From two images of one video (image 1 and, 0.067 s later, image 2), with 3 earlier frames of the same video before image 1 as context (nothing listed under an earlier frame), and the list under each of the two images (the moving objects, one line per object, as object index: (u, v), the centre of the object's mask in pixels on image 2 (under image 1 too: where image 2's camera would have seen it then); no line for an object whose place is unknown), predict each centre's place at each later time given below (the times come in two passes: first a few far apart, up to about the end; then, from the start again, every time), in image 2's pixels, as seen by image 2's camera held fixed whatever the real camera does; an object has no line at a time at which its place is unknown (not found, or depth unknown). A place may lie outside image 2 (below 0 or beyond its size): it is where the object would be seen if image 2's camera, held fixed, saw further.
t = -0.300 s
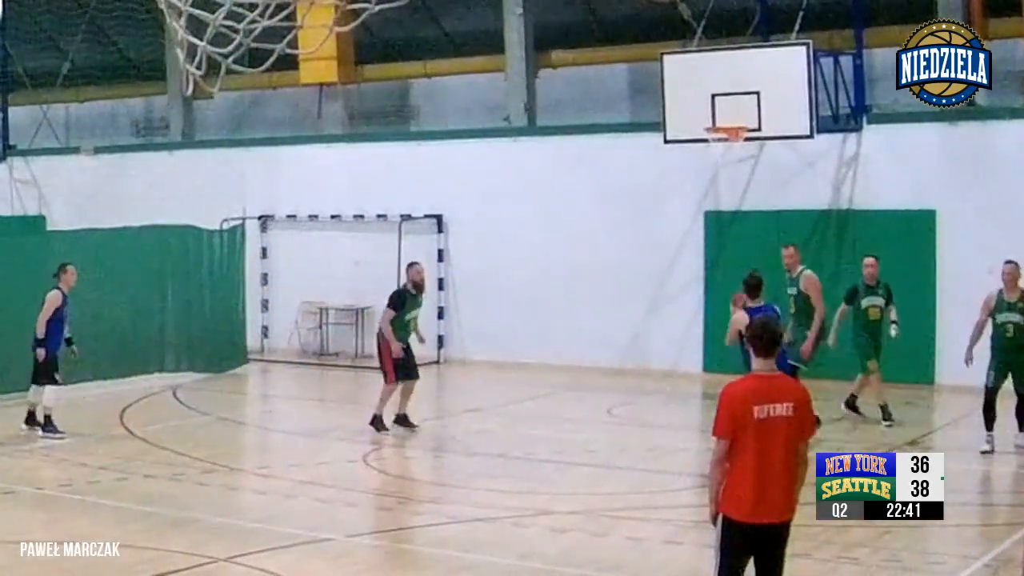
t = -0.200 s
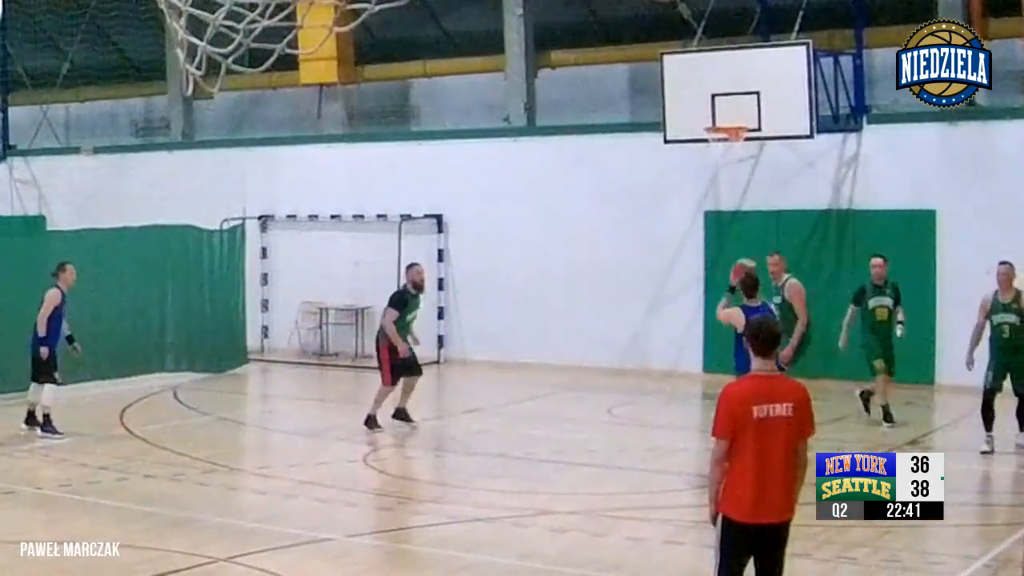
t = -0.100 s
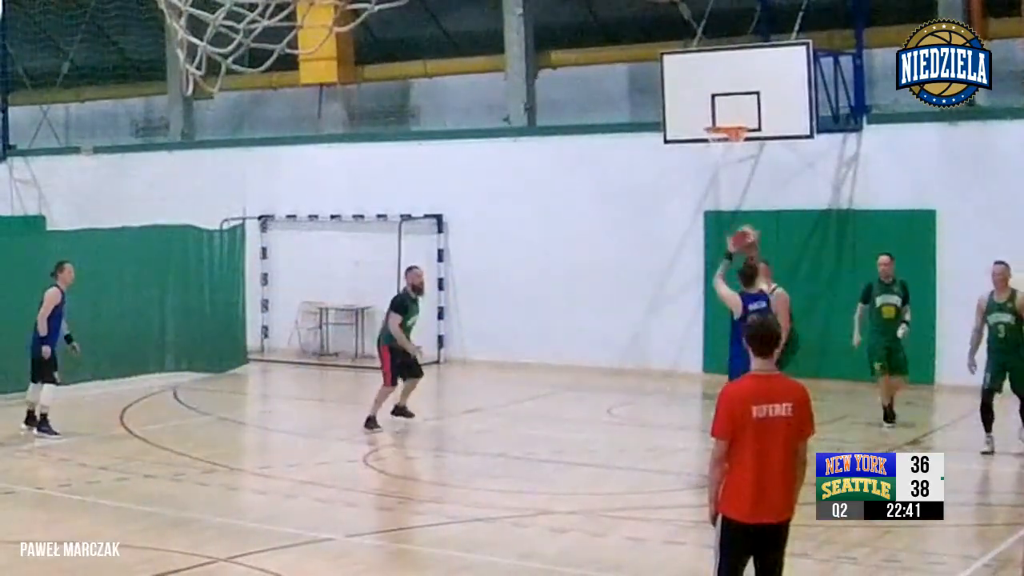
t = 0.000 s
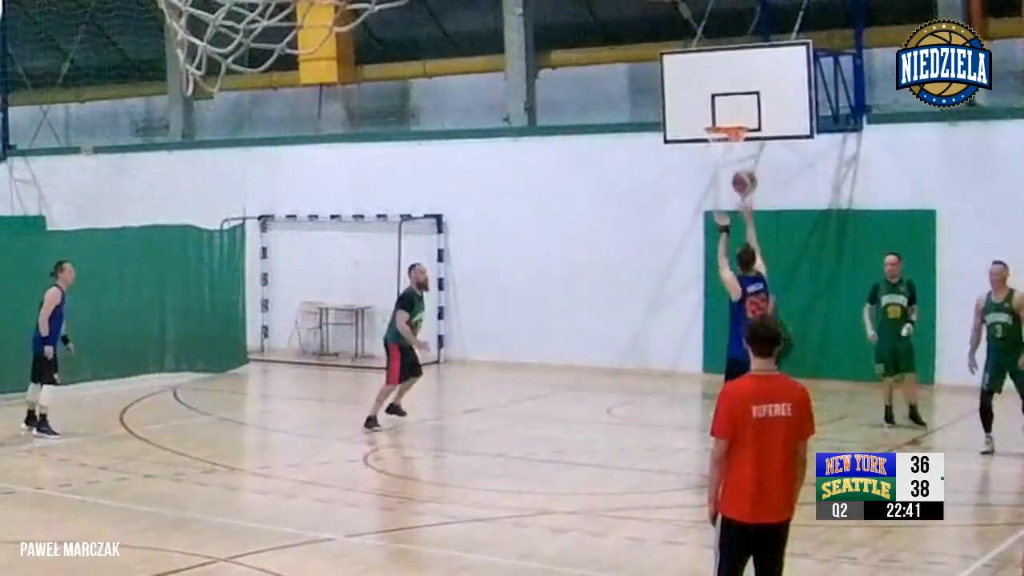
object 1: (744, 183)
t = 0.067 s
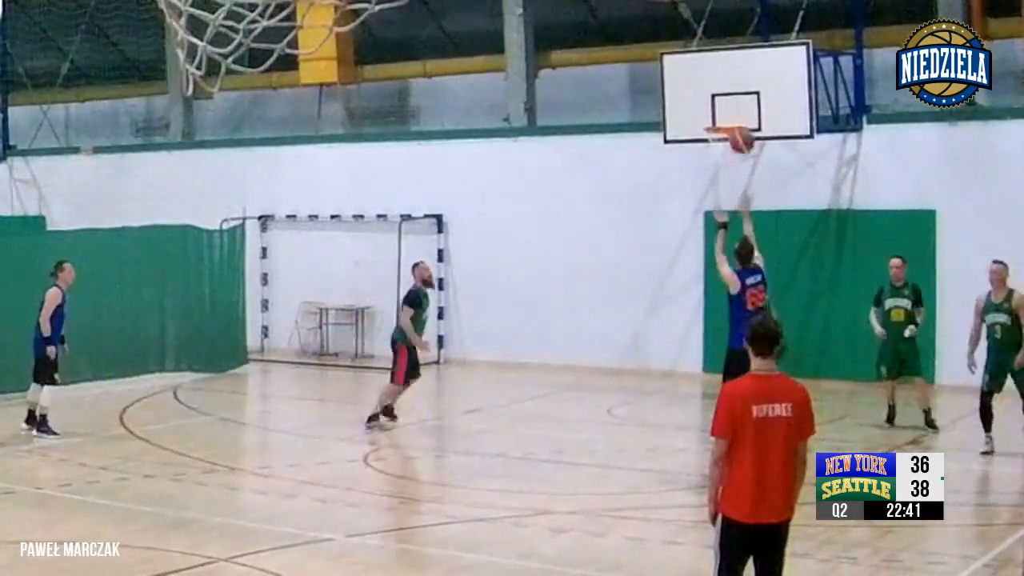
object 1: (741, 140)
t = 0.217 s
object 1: (737, 73)
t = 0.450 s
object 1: (730, 23)
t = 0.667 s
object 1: (728, 25)
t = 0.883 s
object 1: (727, 70)
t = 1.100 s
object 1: (723, 146)
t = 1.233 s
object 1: (714, 199)
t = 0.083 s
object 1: (741, 132)
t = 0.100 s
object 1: (741, 123)
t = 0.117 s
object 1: (740, 116)
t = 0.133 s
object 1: (740, 108)
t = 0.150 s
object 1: (739, 100)
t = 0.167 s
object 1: (738, 92)
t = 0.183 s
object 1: (738, 85)
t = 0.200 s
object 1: (738, 80)
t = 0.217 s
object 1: (737, 73)
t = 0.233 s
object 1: (737, 68)
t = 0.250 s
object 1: (736, 62)
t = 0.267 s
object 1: (735, 56)
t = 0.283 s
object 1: (735, 51)
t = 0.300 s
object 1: (734, 46)
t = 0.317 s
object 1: (734, 42)
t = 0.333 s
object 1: (733, 38)
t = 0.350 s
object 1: (732, 35)
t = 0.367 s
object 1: (732, 32)
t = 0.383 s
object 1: (732, 30)
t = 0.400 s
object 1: (732, 28)
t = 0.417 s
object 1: (732, 27)
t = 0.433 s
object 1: (731, 25)
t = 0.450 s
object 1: (730, 23)
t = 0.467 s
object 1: (730, 21)
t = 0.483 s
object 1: (730, 20)
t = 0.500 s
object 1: (729, 18)
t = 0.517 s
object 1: (729, 19)
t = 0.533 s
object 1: (729, 18)
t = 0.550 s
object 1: (729, 18)
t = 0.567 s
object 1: (729, 17)
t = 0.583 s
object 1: (729, 18)
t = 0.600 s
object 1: (729, 19)
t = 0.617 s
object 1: (728, 19)
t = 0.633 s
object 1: (728, 20)
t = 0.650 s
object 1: (728, 23)
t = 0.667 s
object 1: (728, 25)
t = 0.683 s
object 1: (727, 26)
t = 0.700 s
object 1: (728, 27)
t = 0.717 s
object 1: (729, 31)
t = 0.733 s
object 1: (728, 32)
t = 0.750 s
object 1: (729, 36)
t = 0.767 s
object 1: (728, 38)
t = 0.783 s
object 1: (728, 42)
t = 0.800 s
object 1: (728, 46)
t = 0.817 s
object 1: (727, 49)
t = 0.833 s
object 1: (727, 54)
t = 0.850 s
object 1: (727, 59)
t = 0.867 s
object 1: (727, 64)
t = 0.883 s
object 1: (727, 70)
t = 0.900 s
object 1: (727, 75)
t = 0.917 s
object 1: (727, 80)
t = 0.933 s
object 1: (726, 86)
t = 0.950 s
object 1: (726, 92)
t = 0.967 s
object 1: (727, 97)
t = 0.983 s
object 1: (727, 103)
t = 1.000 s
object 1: (727, 110)
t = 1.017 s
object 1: (727, 116)
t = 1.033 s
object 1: (727, 121)
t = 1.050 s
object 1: (725, 128)
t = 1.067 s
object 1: (724, 135)
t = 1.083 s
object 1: (726, 140)
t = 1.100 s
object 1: (723, 146)
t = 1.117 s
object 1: (722, 151)
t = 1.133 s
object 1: (722, 157)
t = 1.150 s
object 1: (720, 165)
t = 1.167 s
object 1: (718, 171)
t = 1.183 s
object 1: (717, 177)
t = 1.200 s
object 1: (716, 184)
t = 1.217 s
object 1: (715, 192)
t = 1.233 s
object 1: (714, 199)
